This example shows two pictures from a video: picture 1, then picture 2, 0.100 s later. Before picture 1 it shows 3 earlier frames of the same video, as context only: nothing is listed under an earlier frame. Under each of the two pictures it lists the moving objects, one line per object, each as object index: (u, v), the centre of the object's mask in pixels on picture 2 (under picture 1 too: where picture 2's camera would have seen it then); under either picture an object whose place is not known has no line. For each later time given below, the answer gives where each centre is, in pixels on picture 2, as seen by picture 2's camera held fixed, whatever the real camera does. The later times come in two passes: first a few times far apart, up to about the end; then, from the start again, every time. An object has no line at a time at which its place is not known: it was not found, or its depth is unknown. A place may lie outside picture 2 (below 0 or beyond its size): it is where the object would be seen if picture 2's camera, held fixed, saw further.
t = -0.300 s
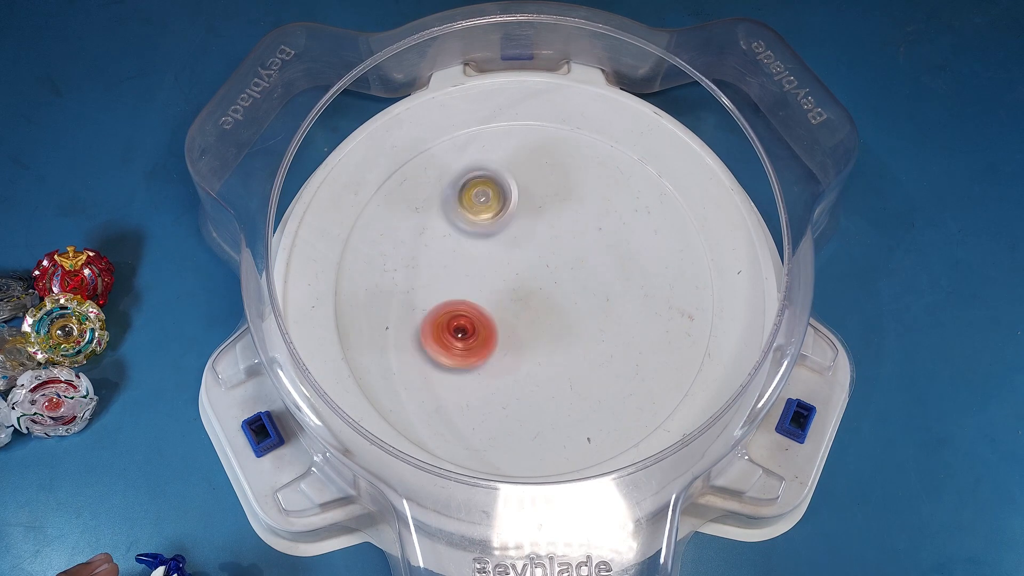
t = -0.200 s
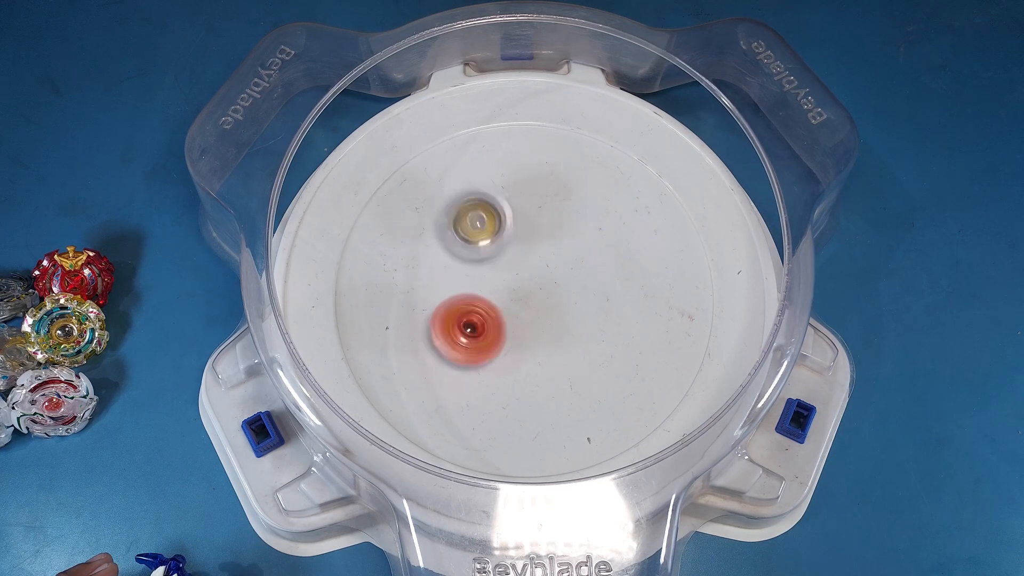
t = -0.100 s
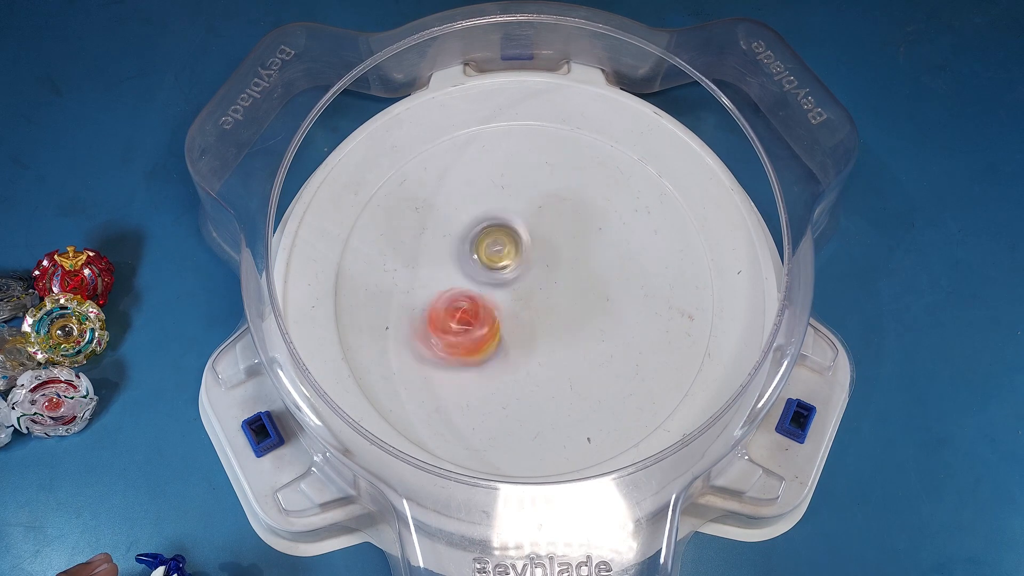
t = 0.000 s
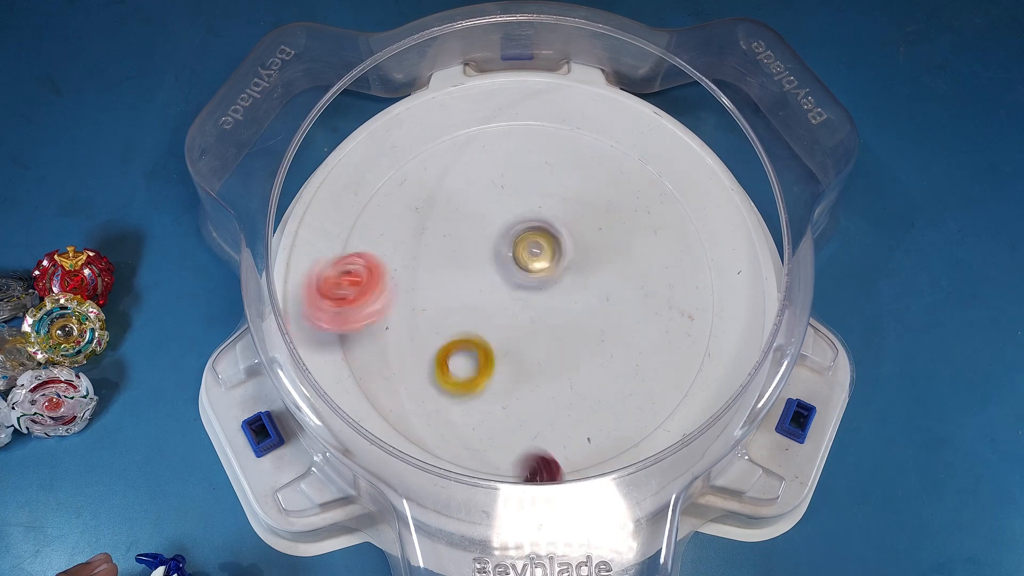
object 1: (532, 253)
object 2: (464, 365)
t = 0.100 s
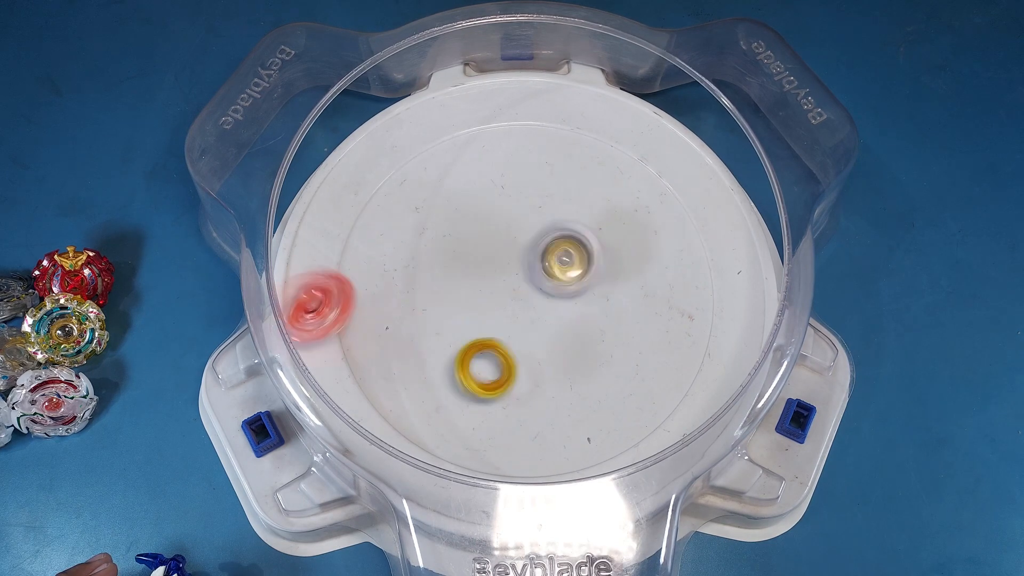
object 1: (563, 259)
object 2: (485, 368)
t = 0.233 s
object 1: (601, 272)
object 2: (529, 349)
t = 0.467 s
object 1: (622, 293)
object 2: (548, 312)
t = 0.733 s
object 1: (583, 343)
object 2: (498, 283)
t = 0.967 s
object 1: (541, 365)
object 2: (489, 282)
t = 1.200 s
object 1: (482, 341)
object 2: (490, 281)
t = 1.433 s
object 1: (444, 293)
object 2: (505, 279)
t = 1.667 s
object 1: (423, 249)
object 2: (548, 304)
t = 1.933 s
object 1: (456, 246)
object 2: (572, 317)
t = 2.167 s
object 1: (499, 276)
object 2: (571, 317)
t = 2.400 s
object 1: (504, 322)
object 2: (572, 317)
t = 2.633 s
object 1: (467, 356)
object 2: (571, 317)
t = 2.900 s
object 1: (442, 342)
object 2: (571, 317)
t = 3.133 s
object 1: (475, 306)
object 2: (571, 317)
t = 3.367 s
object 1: (523, 304)
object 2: (581, 323)
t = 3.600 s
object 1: (518, 316)
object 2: (583, 323)
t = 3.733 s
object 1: (507, 317)
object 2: (582, 323)
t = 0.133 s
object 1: (572, 263)
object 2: (496, 367)
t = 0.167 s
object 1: (582, 266)
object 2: (508, 371)
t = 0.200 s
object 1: (592, 270)
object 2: (518, 361)
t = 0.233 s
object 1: (601, 272)
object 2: (529, 349)
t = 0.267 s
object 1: (608, 276)
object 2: (539, 342)
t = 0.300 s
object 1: (615, 279)
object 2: (549, 325)
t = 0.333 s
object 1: (620, 281)
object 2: (555, 314)
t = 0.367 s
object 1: (623, 284)
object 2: (557, 309)
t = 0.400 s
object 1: (624, 287)
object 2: (555, 309)
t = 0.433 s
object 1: (624, 289)
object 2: (554, 314)
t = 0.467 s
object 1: (622, 293)
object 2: (548, 312)
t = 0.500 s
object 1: (617, 297)
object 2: (545, 310)
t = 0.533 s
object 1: (611, 302)
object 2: (539, 313)
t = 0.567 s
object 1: (605, 307)
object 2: (535, 311)
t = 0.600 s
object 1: (596, 313)
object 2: (533, 309)
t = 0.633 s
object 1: (593, 321)
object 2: (521, 301)
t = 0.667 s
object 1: (590, 329)
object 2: (508, 296)
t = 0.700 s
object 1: (587, 336)
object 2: (503, 288)
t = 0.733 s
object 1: (583, 343)
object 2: (498, 283)
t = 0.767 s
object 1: (577, 350)
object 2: (493, 283)
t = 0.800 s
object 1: (571, 355)
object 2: (492, 281)
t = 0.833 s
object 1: (568, 359)
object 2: (491, 281)
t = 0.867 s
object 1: (561, 363)
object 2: (490, 281)
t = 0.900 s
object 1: (555, 366)
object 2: (490, 281)
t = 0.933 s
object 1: (549, 367)
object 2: (490, 282)
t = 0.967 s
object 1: (541, 365)
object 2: (489, 282)
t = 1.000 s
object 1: (532, 365)
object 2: (490, 282)
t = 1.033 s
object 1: (525, 364)
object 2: (490, 282)
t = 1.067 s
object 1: (516, 360)
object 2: (490, 282)
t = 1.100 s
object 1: (507, 356)
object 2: (490, 282)
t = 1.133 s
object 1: (498, 352)
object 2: (490, 282)
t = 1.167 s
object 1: (489, 347)
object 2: (490, 282)
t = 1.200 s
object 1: (482, 341)
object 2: (490, 281)
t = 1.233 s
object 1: (475, 334)
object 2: (491, 280)
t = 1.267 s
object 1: (469, 329)
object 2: (491, 279)
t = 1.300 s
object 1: (462, 322)
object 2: (497, 270)
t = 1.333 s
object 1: (457, 315)
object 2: (501, 273)
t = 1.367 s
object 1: (451, 308)
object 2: (503, 276)
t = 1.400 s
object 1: (448, 301)
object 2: (504, 278)
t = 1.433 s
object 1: (444, 293)
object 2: (505, 279)
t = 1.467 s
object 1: (442, 286)
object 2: (504, 285)
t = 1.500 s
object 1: (441, 279)
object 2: (503, 285)
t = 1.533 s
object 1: (439, 275)
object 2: (501, 288)
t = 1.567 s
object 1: (441, 270)
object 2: (501, 288)
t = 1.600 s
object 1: (431, 261)
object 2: (509, 286)
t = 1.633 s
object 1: (426, 255)
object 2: (530, 296)
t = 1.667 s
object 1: (423, 249)
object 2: (548, 304)
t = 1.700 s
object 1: (422, 246)
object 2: (563, 310)
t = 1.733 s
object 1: (423, 243)
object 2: (572, 315)
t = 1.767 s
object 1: (423, 242)
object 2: (575, 316)
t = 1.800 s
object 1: (428, 242)
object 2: (575, 317)
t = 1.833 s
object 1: (433, 242)
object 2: (573, 316)
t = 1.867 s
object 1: (441, 243)
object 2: (573, 317)
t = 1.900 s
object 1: (447, 245)
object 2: (572, 317)
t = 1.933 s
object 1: (456, 246)
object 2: (572, 317)
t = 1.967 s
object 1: (462, 248)
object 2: (571, 317)
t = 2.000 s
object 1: (471, 252)
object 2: (572, 317)
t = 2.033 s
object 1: (477, 255)
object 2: (571, 317)
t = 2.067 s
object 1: (483, 260)
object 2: (571, 317)
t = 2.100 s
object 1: (491, 264)
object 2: (571, 317)
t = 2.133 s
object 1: (496, 271)
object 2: (571, 317)
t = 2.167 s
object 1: (499, 276)
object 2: (571, 317)
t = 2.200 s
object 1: (503, 283)
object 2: (571, 317)
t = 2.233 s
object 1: (505, 289)
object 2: (571, 317)
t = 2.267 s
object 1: (507, 295)
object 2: (571, 317)
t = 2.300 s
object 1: (508, 303)
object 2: (571, 317)
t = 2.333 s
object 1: (507, 311)
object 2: (572, 317)
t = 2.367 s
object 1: (507, 316)
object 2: (572, 317)
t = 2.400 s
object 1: (504, 322)
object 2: (572, 317)
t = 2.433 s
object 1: (502, 328)
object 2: (571, 317)
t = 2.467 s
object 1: (496, 337)
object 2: (571, 317)
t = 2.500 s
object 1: (492, 341)
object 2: (571, 317)
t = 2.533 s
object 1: (486, 345)
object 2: (571, 317)
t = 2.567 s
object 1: (481, 350)
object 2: (571, 317)
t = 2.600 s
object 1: (473, 353)
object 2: (571, 317)
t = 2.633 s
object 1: (467, 356)
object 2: (571, 317)
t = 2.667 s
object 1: (458, 358)
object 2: (571, 317)
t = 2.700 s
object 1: (451, 359)
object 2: (571, 317)
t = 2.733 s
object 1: (446, 360)
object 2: (571, 317)
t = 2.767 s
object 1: (440, 359)
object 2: (571, 317)
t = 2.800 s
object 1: (439, 357)
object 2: (571, 317)
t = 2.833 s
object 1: (439, 353)
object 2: (571, 317)
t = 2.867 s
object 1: (440, 348)
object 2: (571, 317)
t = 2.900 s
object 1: (442, 342)
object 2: (571, 317)
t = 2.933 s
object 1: (446, 336)
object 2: (571, 317)
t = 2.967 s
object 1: (449, 329)
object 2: (571, 317)
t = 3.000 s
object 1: (454, 324)
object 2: (571, 317)
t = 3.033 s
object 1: (458, 318)
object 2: (571, 317)
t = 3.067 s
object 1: (464, 313)
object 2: (571, 317)
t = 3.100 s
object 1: (470, 309)
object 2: (571, 317)
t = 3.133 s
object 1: (475, 306)
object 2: (571, 317)
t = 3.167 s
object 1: (481, 304)
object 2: (571, 317)
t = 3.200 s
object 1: (487, 301)
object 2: (571, 317)
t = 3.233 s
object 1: (495, 301)
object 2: (571, 317)
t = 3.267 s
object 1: (502, 300)
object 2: (572, 317)
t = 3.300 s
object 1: (509, 300)
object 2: (573, 317)
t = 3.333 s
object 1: (517, 302)
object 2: (581, 323)
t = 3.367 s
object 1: (523, 304)
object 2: (581, 323)
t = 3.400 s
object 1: (528, 306)
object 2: (585, 322)
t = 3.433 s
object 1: (528, 305)
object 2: (587, 325)
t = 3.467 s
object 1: (530, 305)
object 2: (589, 324)
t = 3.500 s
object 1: (532, 310)
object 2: (590, 326)
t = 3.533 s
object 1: (531, 314)
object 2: (590, 326)
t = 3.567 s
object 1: (525, 314)
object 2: (585, 324)
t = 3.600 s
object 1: (518, 316)
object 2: (583, 323)
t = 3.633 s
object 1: (515, 315)
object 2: (582, 323)
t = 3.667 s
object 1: (513, 315)
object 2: (582, 323)
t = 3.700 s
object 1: (511, 315)
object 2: (582, 323)
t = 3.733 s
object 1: (507, 317)
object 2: (582, 323)
